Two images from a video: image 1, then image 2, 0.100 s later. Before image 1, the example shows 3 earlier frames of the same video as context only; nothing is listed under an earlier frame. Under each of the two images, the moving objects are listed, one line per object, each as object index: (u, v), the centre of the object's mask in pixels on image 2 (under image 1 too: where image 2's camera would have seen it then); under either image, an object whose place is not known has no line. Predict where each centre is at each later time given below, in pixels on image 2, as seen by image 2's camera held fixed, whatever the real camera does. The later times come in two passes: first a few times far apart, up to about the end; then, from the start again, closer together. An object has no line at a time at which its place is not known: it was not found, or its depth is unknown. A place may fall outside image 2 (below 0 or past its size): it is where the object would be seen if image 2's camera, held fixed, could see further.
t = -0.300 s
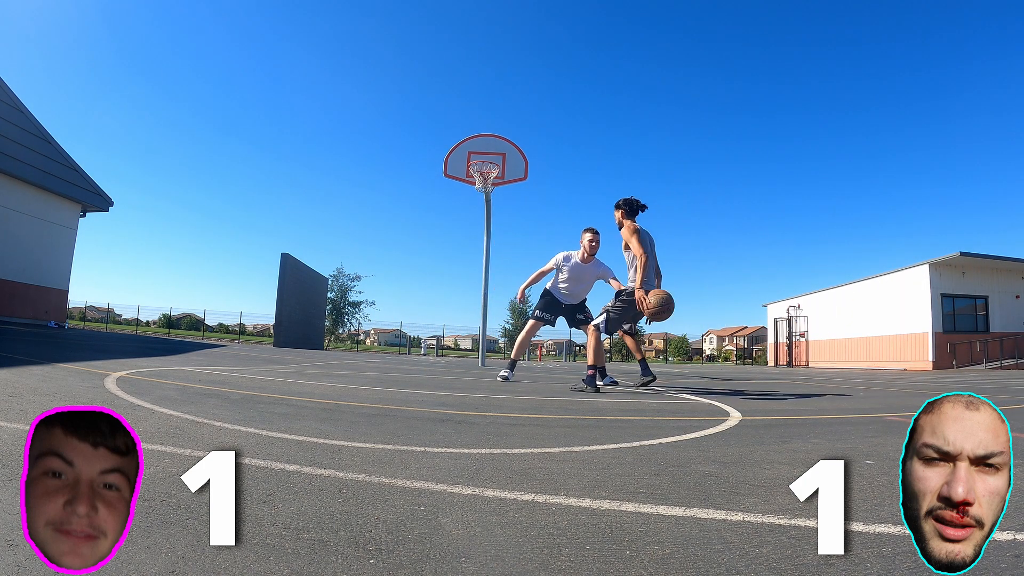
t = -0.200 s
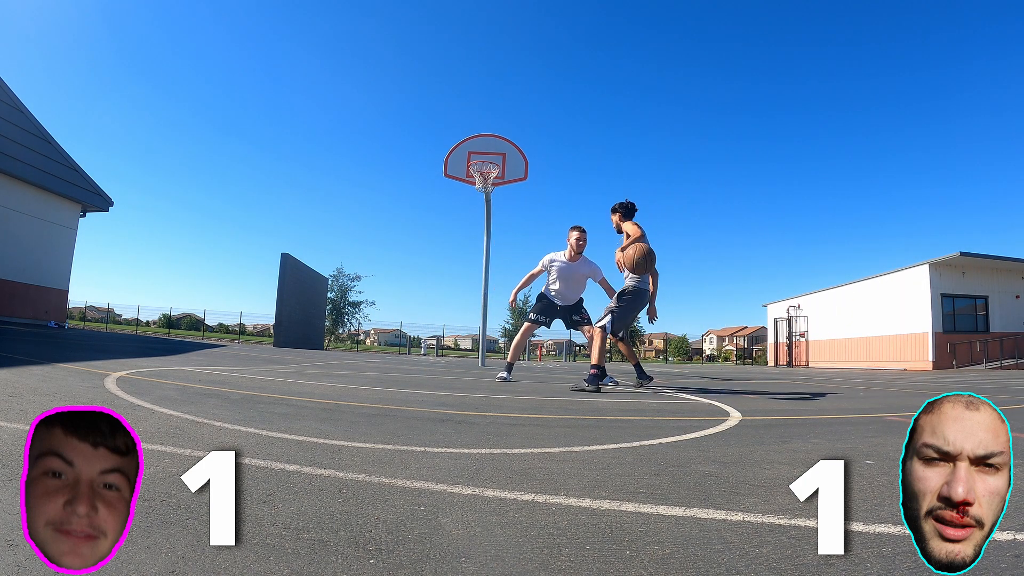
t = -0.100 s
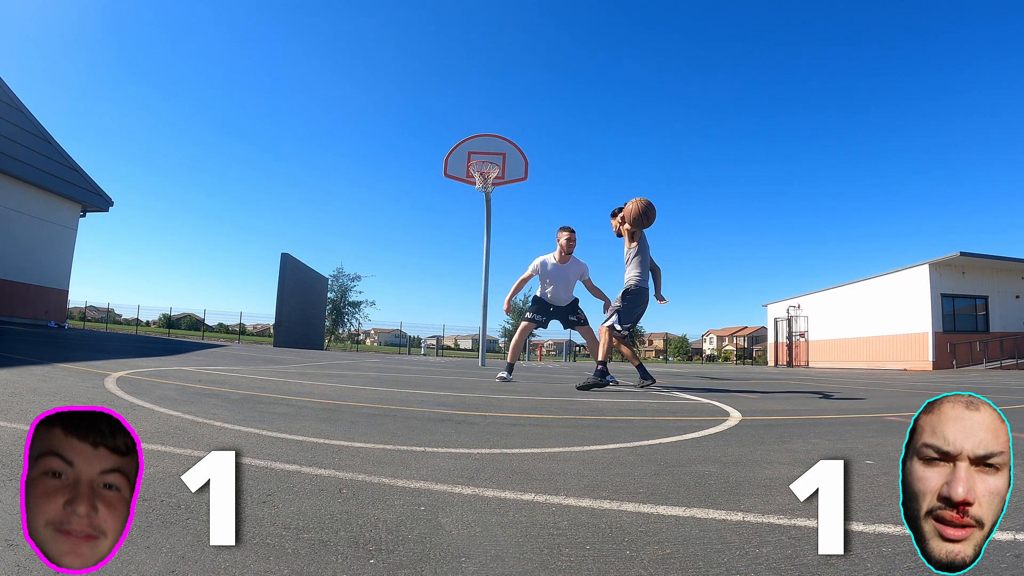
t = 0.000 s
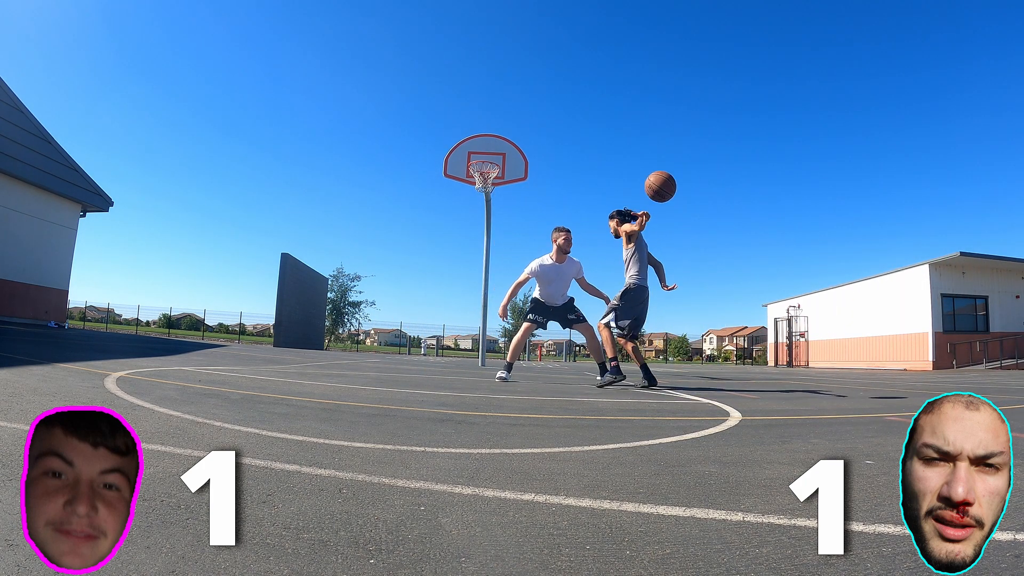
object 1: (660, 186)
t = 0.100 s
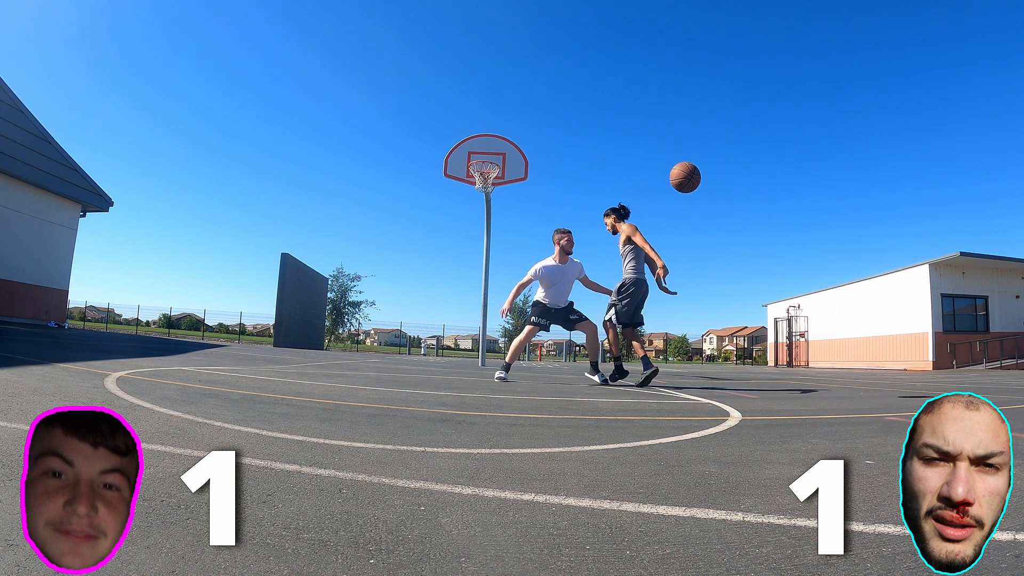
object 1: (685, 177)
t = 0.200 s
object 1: (710, 180)
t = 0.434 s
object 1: (769, 235)
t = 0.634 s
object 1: (819, 337)
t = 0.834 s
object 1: (850, 333)
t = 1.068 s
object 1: (876, 284)
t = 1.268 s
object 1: (900, 296)
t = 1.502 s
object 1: (928, 370)
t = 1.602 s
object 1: (938, 364)
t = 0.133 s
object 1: (693, 177)
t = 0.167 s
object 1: (702, 178)
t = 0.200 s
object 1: (710, 180)
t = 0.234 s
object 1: (718, 184)
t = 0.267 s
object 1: (726, 189)
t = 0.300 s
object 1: (735, 195)
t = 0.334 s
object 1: (743, 203)
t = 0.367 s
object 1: (752, 212)
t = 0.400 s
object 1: (760, 223)
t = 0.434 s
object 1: (769, 235)
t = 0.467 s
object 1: (777, 248)
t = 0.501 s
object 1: (786, 263)
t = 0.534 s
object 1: (794, 279)
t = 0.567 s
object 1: (802, 297)
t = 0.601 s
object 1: (811, 316)
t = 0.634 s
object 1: (819, 337)
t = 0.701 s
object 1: (833, 382)
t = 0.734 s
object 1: (838, 375)
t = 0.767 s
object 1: (842, 359)
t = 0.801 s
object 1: (846, 345)
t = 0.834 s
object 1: (850, 333)
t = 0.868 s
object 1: (854, 321)
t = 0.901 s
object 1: (858, 312)
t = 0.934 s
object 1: (861, 303)
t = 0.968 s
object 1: (865, 296)
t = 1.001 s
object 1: (869, 291)
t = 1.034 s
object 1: (873, 287)
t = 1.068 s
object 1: (876, 284)
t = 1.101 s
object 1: (880, 283)
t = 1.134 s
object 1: (884, 283)
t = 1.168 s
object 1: (888, 284)
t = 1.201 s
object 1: (892, 287)
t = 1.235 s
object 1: (896, 290)
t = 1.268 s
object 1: (900, 296)
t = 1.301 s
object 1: (904, 302)
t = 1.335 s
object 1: (908, 310)
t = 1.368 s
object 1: (912, 319)
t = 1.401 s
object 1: (916, 330)
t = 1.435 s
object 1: (920, 342)
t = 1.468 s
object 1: (923, 356)
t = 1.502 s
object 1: (928, 370)
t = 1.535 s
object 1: (931, 384)
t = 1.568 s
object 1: (935, 374)
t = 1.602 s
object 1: (938, 364)
